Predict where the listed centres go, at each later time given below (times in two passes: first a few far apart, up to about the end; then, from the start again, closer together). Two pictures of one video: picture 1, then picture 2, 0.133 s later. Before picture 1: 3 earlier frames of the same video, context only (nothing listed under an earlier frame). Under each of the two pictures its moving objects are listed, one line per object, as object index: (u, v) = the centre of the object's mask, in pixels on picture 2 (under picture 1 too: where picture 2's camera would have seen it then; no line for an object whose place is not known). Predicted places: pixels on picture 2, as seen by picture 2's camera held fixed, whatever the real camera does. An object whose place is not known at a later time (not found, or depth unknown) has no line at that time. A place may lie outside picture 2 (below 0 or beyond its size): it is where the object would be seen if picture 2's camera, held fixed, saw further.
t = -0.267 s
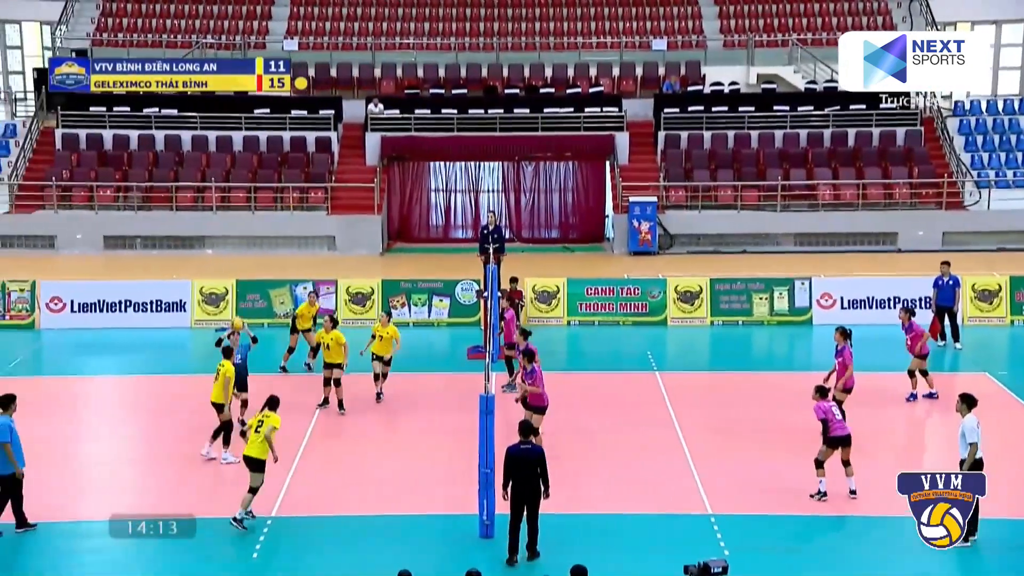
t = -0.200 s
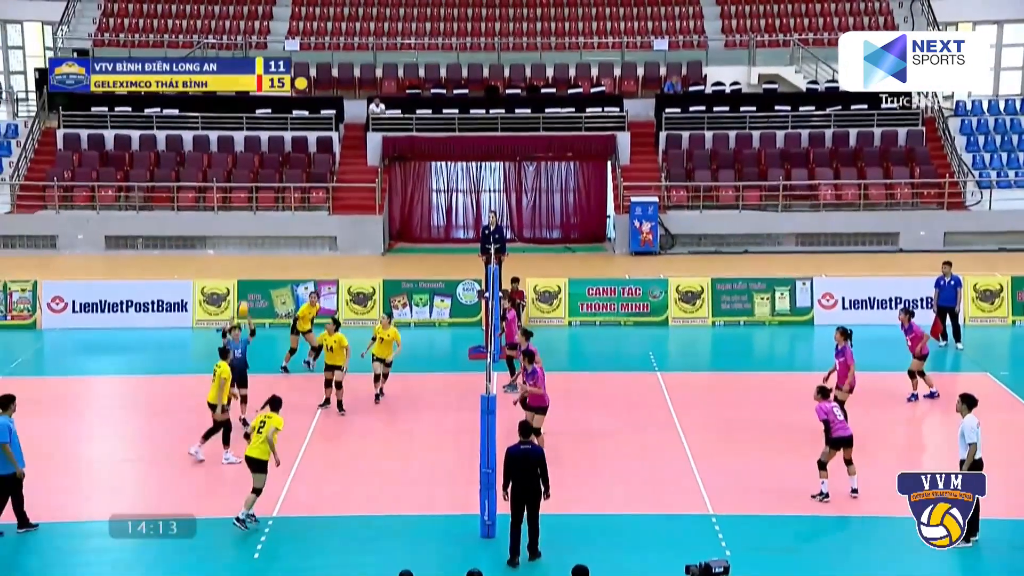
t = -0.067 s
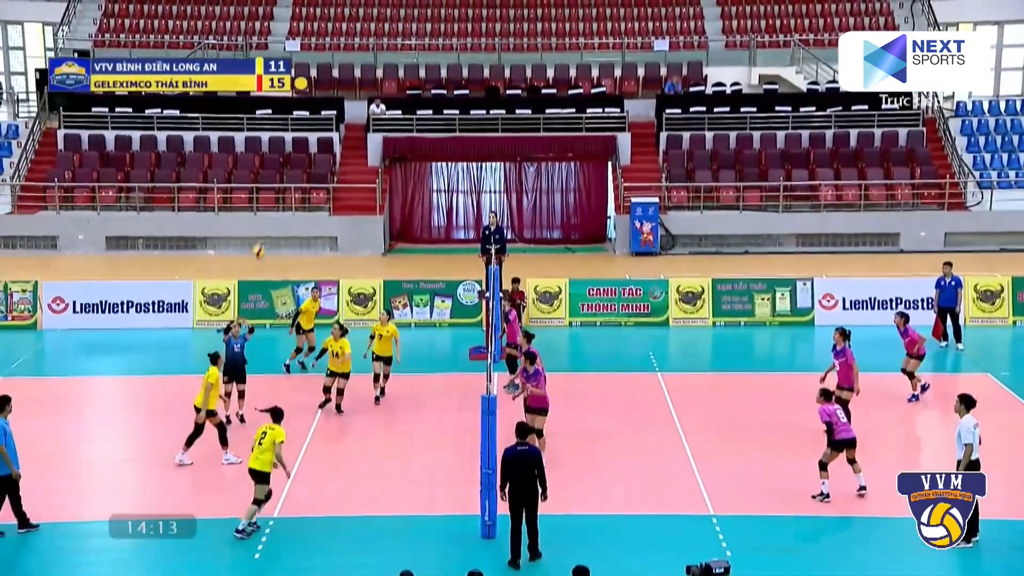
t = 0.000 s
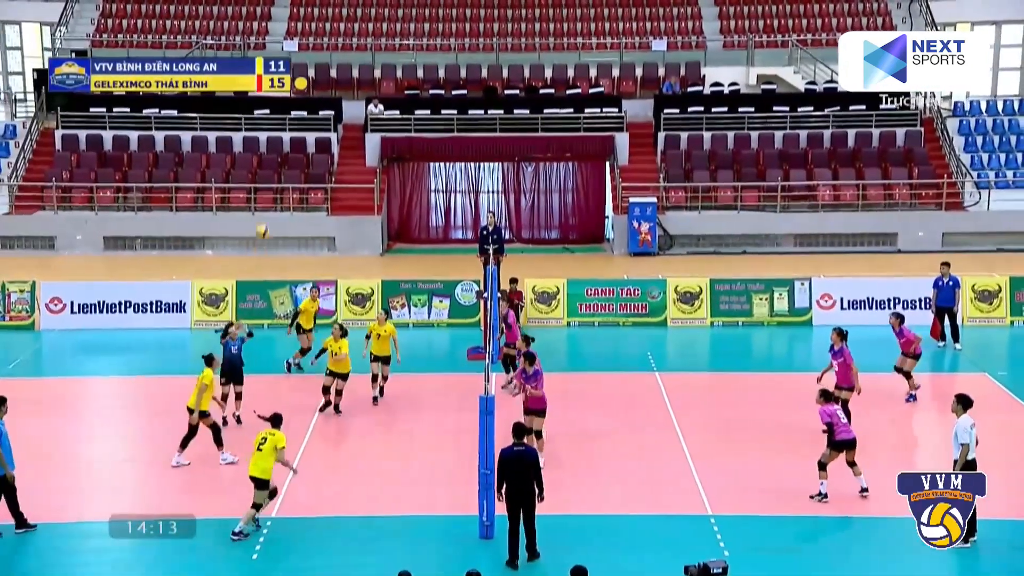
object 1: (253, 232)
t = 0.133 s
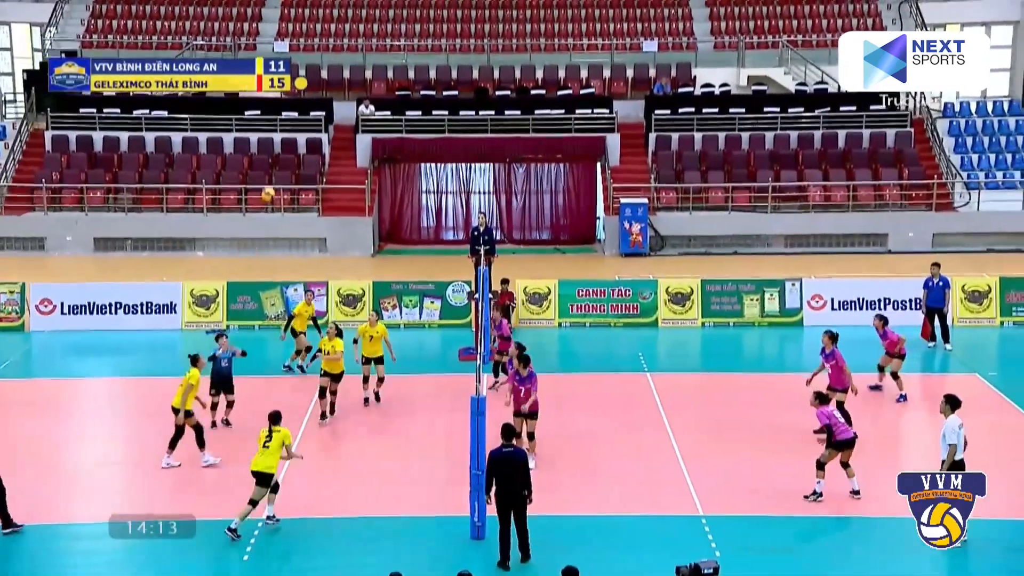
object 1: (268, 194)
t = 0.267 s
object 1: (282, 168)
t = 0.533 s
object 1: (309, 153)
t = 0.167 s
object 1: (270, 190)
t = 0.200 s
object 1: (275, 181)
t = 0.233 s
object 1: (278, 174)
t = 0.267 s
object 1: (282, 168)
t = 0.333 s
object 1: (288, 160)
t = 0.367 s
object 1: (290, 158)
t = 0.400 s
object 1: (294, 155)
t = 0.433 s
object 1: (298, 153)
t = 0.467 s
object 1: (303, 153)
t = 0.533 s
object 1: (309, 153)
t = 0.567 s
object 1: (312, 153)
